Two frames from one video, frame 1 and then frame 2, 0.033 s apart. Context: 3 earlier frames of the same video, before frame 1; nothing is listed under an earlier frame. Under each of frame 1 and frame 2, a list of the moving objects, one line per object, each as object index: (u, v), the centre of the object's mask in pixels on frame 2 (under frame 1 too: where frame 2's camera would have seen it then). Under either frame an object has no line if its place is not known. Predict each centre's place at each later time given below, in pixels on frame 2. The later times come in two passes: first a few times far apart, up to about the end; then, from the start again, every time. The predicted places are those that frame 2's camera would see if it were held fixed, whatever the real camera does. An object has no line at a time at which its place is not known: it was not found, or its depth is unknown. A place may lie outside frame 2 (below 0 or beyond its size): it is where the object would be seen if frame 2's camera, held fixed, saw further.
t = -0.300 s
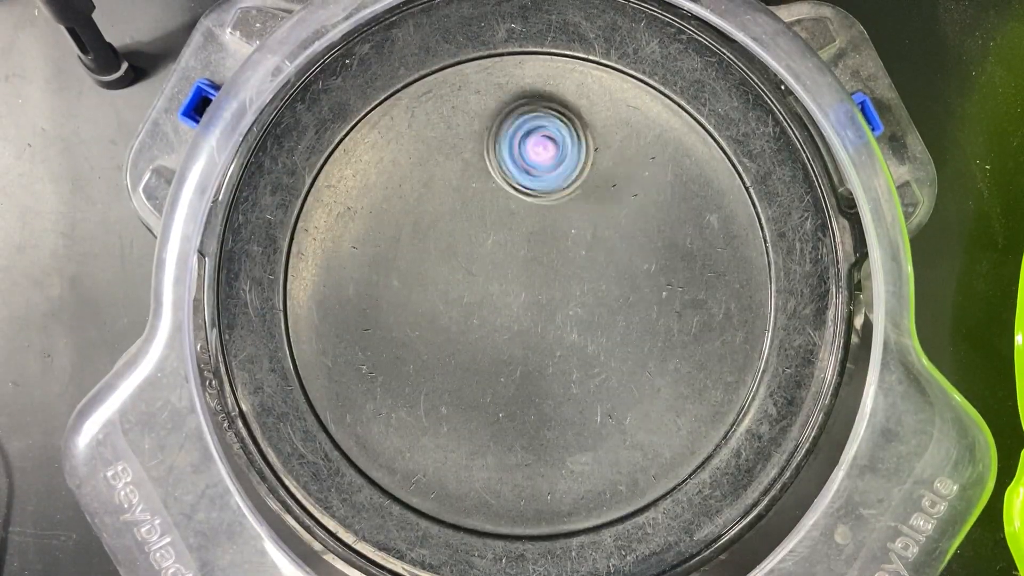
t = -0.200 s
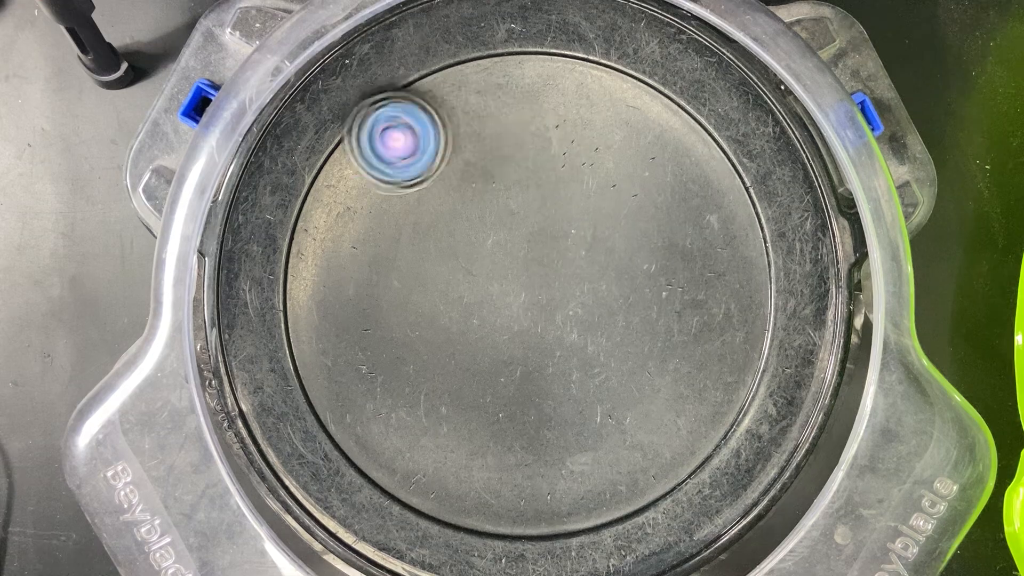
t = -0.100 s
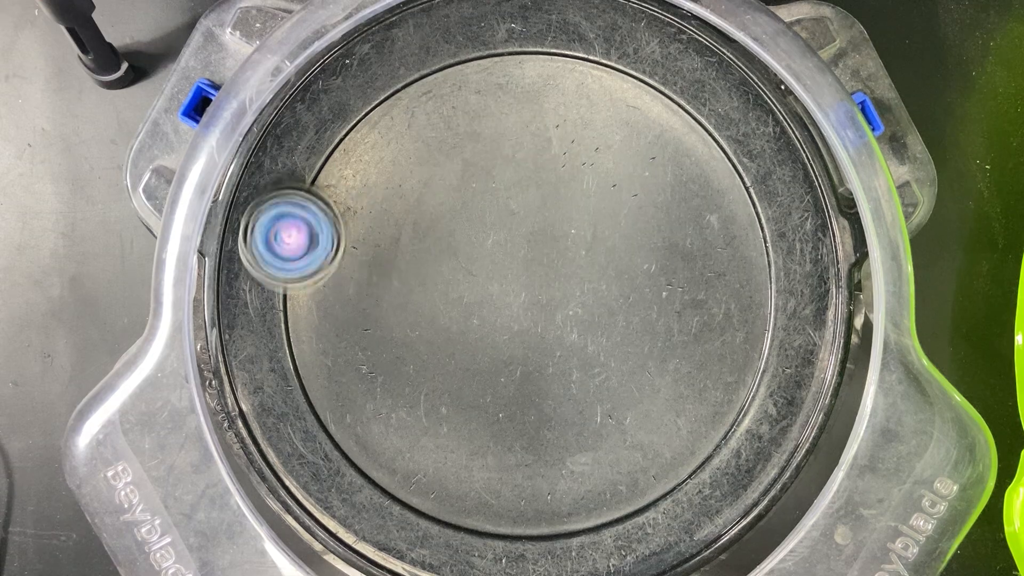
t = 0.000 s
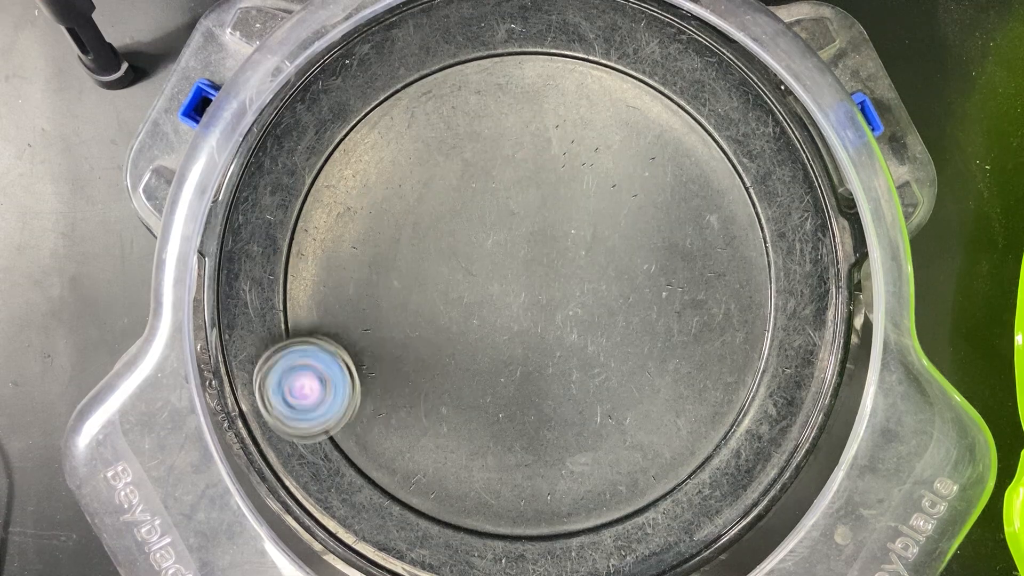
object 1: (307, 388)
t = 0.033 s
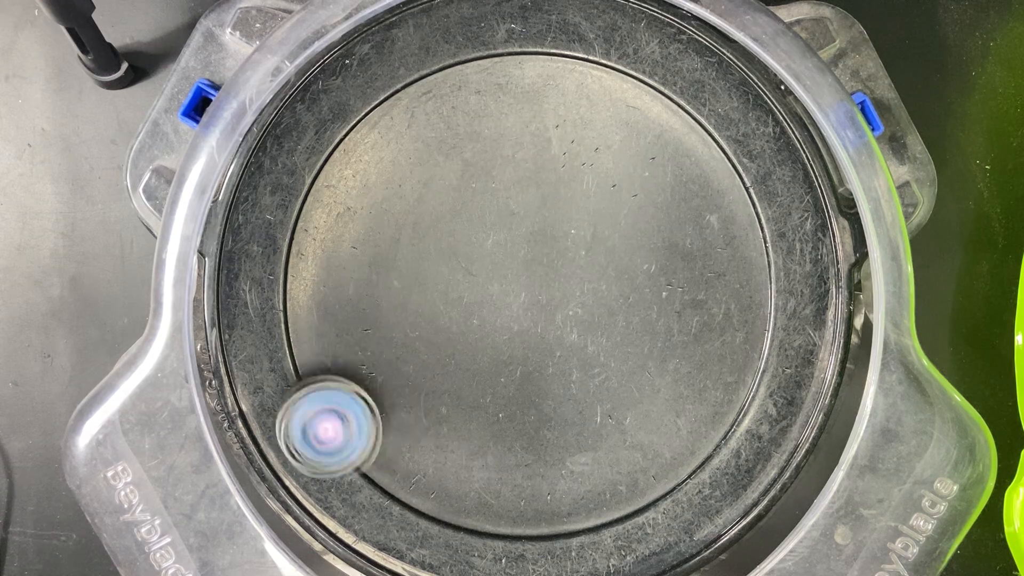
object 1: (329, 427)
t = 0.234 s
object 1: (568, 477)
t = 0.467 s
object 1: (652, 170)
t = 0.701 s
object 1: (351, 135)
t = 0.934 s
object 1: (374, 441)
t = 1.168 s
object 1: (666, 436)
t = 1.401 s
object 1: (717, 163)
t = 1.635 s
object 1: (417, 135)
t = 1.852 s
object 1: (383, 412)
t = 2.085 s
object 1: (634, 519)
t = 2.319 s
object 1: (754, 297)
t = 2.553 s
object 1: (523, 140)
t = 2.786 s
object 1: (341, 357)
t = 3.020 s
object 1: (511, 533)
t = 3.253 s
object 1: (674, 368)
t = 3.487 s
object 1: (495, 170)
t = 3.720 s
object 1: (314, 361)
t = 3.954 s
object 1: (496, 525)
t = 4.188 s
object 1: (660, 329)
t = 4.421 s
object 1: (492, 124)
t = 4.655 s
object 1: (305, 307)
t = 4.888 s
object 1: (474, 489)
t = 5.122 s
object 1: (683, 358)
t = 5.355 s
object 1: (619, 122)
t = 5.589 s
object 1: (366, 207)
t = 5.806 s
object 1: (417, 443)
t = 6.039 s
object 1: (645, 485)
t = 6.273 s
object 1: (731, 295)
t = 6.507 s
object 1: (541, 149)
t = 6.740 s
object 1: (355, 318)
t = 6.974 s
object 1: (452, 528)
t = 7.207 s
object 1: (657, 450)
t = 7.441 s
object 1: (615, 210)
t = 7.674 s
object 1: (377, 208)
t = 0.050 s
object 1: (342, 444)
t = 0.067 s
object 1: (359, 460)
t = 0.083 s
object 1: (377, 473)
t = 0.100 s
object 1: (396, 483)
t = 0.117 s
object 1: (418, 492)
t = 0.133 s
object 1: (440, 499)
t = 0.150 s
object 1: (462, 502)
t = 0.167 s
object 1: (485, 503)
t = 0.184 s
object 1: (507, 500)
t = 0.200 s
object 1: (529, 494)
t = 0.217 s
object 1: (549, 487)
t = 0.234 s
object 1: (568, 477)
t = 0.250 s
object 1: (587, 463)
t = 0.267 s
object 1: (604, 446)
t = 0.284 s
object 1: (621, 428)
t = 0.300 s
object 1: (634, 408)
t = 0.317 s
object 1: (646, 386)
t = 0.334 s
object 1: (655, 363)
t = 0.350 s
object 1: (663, 340)
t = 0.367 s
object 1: (669, 315)
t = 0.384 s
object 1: (672, 290)
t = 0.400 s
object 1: (673, 265)
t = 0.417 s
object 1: (672, 241)
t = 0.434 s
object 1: (668, 217)
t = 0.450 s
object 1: (661, 193)
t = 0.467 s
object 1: (652, 170)
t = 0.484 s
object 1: (640, 150)
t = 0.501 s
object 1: (624, 132)
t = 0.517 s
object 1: (606, 116)
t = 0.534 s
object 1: (586, 104)
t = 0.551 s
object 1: (563, 93)
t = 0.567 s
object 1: (539, 85)
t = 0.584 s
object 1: (514, 81)
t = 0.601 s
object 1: (489, 80)
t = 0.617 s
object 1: (464, 81)
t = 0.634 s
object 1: (440, 85)
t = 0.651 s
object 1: (415, 94)
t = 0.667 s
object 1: (391, 105)
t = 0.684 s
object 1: (371, 118)
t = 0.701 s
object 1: (351, 135)
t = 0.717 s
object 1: (334, 154)
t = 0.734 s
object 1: (321, 173)
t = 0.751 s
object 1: (309, 197)
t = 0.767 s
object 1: (301, 220)
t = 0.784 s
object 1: (297, 240)
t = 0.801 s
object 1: (293, 268)
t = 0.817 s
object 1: (295, 293)
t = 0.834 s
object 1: (298, 317)
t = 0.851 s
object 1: (305, 342)
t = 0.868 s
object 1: (314, 365)
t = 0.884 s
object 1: (327, 387)
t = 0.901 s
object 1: (340, 408)
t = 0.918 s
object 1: (357, 424)
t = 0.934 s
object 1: (374, 441)
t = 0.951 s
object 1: (393, 456)
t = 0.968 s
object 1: (412, 468)
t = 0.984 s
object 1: (433, 478)
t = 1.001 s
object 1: (454, 487)
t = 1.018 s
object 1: (477, 494)
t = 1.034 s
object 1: (500, 497)
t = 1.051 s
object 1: (523, 498)
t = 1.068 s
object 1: (546, 496)
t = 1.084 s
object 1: (569, 492)
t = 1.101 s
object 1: (590, 485)
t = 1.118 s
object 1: (612, 476)
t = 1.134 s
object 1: (632, 464)
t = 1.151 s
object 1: (650, 450)
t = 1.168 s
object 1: (666, 436)
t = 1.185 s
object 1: (681, 419)
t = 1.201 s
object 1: (695, 401)
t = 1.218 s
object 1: (706, 383)
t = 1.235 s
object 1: (716, 364)
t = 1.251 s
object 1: (726, 344)
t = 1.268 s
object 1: (733, 324)
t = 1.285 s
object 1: (739, 304)
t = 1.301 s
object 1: (744, 284)
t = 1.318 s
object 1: (747, 265)
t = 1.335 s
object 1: (746, 245)
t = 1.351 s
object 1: (743, 224)
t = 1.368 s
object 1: (737, 203)
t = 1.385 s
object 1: (728, 183)
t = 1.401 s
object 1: (717, 163)
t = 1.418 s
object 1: (703, 146)
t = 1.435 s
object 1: (686, 129)
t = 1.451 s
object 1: (668, 115)
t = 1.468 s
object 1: (646, 102)
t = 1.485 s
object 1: (625, 93)
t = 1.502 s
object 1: (602, 86)
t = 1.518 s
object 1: (576, 83)
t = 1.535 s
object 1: (551, 83)
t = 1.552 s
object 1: (527, 85)
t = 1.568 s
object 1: (501, 90)
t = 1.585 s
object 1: (479, 97)
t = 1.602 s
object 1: (456, 108)
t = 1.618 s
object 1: (435, 122)
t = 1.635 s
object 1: (417, 135)
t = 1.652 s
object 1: (398, 155)
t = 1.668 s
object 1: (383, 173)
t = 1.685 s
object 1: (370, 193)
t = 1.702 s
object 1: (360, 215)
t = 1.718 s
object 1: (352, 238)
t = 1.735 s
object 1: (348, 262)
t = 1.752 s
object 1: (345, 285)
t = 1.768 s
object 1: (345, 308)
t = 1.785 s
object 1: (348, 330)
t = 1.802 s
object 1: (354, 353)
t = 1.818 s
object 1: (362, 374)
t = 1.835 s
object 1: (371, 394)
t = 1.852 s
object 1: (383, 412)
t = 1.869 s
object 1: (395, 430)
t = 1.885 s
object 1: (409, 450)
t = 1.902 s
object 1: (423, 466)
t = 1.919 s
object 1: (438, 482)
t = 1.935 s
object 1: (454, 495)
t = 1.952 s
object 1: (471, 508)
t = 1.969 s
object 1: (489, 517)
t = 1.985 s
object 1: (509, 525)
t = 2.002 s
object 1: (530, 531)
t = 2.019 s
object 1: (551, 533)
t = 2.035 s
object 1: (572, 534)
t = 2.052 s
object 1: (594, 533)
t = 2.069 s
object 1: (614, 527)
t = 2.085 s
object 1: (634, 519)
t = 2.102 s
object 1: (652, 509)
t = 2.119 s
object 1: (668, 498)
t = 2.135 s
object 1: (683, 484)
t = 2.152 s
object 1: (698, 470)
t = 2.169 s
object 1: (710, 457)
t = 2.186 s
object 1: (721, 442)
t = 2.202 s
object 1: (730, 427)
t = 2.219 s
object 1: (738, 411)
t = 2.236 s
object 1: (744, 394)
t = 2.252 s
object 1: (749, 376)
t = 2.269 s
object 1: (754, 357)
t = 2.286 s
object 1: (756, 338)
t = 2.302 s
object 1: (756, 317)
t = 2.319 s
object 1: (754, 297)
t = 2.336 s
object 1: (749, 278)
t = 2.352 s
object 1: (742, 260)
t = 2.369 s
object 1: (732, 242)
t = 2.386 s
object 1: (721, 225)
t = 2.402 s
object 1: (708, 209)
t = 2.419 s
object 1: (692, 193)
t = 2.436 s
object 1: (674, 179)
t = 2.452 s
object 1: (657, 166)
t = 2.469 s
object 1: (636, 156)
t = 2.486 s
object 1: (615, 149)
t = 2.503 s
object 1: (592, 142)
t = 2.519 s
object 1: (569, 138)
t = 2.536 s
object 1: (547, 138)
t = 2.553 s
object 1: (523, 140)
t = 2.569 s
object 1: (501, 145)
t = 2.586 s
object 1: (478, 152)
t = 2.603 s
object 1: (458, 158)
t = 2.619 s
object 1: (438, 173)
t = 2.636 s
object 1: (419, 183)
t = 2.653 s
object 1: (402, 201)
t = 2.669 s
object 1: (387, 217)
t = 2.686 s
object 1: (375, 236)
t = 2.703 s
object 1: (364, 255)
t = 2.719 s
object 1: (355, 276)
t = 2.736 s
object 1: (348, 294)
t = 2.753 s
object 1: (344, 317)
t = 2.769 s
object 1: (342, 337)
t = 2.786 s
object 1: (341, 357)
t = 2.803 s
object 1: (342, 378)
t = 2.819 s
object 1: (345, 398)
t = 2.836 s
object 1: (348, 416)
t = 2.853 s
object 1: (354, 435)
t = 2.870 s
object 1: (361, 454)
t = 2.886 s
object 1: (370, 472)
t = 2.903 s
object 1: (380, 490)
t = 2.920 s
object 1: (395, 503)
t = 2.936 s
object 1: (413, 513)
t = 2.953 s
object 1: (434, 521)
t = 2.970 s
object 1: (452, 528)
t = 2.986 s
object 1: (470, 533)
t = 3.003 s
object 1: (489, 535)
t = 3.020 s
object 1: (511, 533)
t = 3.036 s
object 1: (531, 532)
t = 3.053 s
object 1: (550, 530)
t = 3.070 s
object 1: (569, 528)
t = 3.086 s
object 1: (588, 523)
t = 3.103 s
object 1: (605, 513)
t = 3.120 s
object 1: (621, 501)
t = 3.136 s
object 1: (635, 489)
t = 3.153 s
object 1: (647, 475)
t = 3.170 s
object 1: (657, 459)
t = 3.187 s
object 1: (665, 442)
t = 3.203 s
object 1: (670, 425)
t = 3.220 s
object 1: (673, 407)
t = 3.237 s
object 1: (674, 388)
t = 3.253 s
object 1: (674, 368)
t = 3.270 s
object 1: (672, 347)
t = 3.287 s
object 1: (670, 327)
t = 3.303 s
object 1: (665, 306)
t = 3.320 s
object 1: (659, 286)
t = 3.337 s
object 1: (650, 267)
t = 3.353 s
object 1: (641, 247)
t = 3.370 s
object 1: (629, 231)
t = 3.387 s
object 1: (614, 214)
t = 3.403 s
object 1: (597, 199)
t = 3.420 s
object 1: (580, 189)
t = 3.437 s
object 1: (560, 180)
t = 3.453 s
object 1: (539, 174)
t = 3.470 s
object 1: (518, 170)
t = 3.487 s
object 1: (495, 170)
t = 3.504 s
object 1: (473, 171)
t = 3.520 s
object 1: (453, 176)
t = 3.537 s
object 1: (432, 183)
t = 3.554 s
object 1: (413, 192)
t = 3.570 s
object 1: (394, 203)
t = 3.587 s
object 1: (378, 217)
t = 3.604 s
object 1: (363, 231)
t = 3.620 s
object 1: (349, 247)
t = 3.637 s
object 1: (339, 265)
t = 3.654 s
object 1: (329, 282)
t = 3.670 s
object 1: (323, 302)
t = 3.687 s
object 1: (317, 321)
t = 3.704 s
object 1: (314, 340)
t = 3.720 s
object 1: (314, 361)
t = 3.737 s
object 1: (315, 380)
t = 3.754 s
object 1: (319, 399)
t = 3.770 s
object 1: (324, 418)
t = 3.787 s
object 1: (332, 436)
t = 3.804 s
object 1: (341, 451)
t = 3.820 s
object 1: (353, 468)
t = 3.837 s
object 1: (370, 480)
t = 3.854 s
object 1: (386, 493)
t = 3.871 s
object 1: (404, 504)
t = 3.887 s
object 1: (421, 512)
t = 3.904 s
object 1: (439, 519)
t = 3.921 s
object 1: (458, 523)
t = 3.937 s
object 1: (477, 526)
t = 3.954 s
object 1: (496, 525)
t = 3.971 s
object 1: (515, 523)
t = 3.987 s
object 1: (535, 518)
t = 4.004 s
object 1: (553, 511)
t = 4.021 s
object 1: (571, 502)
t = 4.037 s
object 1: (587, 491)
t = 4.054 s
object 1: (601, 479)
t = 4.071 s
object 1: (613, 464)
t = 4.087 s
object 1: (624, 449)
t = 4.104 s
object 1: (634, 431)
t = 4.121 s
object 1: (643, 412)
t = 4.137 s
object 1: (649, 392)
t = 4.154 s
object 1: (654, 372)
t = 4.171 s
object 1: (657, 352)
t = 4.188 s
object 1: (660, 329)
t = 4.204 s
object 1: (660, 308)
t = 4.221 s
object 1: (659, 286)
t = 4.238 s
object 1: (656, 265)
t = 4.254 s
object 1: (651, 245)
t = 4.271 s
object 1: (644, 224)
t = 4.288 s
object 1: (634, 206)
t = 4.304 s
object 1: (622, 187)
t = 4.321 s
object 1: (608, 171)
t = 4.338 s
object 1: (592, 158)
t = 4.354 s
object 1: (574, 146)
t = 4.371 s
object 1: (554, 136)
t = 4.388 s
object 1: (534, 129)
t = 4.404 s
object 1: (512, 125)
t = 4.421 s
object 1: (492, 124)
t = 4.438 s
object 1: (470, 124)
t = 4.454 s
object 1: (449, 126)
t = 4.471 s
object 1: (428, 131)
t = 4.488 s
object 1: (409, 140)
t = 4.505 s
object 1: (391, 150)
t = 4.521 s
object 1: (373, 161)
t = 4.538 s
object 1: (357, 177)
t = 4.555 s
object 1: (343, 192)
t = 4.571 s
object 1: (332, 208)
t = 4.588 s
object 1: (322, 228)
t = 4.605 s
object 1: (314, 246)
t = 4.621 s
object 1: (309, 266)
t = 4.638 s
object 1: (306, 287)
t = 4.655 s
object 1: (305, 307)
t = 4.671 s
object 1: (307, 327)
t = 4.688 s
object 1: (311, 347)
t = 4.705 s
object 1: (317, 366)
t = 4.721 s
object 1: (325, 384)
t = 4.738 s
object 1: (336, 400)
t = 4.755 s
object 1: (346, 416)
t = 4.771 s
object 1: (359, 429)
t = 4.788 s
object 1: (374, 442)
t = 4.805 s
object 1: (389, 453)
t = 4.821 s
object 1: (404, 463)
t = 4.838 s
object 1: (421, 472)
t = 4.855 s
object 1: (438, 480)
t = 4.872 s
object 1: (456, 486)
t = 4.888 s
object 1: (474, 489)
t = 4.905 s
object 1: (491, 492)
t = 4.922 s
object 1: (511, 492)
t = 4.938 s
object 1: (530, 491)
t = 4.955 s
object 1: (548, 487)
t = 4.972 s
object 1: (566, 482)
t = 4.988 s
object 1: (584, 474)
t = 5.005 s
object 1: (601, 465)
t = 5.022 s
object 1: (617, 453)
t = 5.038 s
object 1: (632, 440)
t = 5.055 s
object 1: (645, 426)
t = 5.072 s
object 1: (657, 410)
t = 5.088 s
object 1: (667, 393)
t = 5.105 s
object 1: (676, 376)
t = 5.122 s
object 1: (683, 358)
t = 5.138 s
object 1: (690, 340)
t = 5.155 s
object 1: (695, 321)
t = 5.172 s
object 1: (699, 302)
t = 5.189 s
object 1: (702, 284)
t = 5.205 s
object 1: (703, 265)
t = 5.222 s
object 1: (702, 247)
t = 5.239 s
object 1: (700, 228)
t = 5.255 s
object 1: (695, 210)
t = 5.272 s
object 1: (687, 191)
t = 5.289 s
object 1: (678, 175)
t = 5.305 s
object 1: (665, 158)
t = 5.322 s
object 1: (652, 144)
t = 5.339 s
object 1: (636, 132)
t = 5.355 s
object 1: (619, 122)
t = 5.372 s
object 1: (598, 112)
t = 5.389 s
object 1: (579, 107)
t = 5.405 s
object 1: (558, 104)
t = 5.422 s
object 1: (537, 102)
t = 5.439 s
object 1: (516, 103)
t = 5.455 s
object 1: (495, 107)
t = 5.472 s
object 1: (475, 112)
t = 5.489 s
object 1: (455, 121)
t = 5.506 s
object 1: (437, 130)
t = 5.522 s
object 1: (419, 143)
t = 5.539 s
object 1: (403, 155)
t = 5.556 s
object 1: (389, 174)
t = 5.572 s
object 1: (377, 191)
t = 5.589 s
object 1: (366, 207)
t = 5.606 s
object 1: (359, 227)
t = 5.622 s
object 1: (353, 247)
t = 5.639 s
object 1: (350, 268)
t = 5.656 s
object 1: (348, 288)
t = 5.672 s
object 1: (349, 307)
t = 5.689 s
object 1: (353, 327)
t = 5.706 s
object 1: (358, 346)
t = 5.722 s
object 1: (364, 364)
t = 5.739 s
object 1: (372, 381)
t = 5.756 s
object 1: (383, 398)
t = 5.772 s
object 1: (393, 413)
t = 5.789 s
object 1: (404, 429)
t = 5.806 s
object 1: (417, 443)
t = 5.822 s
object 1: (430, 456)
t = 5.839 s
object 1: (444, 467)
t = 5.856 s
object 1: (458, 478)
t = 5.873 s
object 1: (474, 487)
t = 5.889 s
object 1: (490, 495)
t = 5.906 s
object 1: (506, 501)
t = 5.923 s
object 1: (523, 505)
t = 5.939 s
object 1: (541, 508)
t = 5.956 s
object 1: (559, 509)
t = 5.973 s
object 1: (576, 508)
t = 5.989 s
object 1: (595, 504)
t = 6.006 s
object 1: (612, 499)
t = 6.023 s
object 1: (629, 493)
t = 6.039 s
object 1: (645, 485)
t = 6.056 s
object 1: (659, 475)
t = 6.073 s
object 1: (673, 464)
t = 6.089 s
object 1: (685, 453)
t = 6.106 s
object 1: (695, 440)
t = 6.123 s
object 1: (703, 427)
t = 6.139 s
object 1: (711, 413)
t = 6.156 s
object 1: (718, 399)
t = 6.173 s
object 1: (723, 384)
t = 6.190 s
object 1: (727, 370)
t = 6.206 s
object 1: (730, 354)
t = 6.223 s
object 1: (732, 340)
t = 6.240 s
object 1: (733, 325)
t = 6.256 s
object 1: (732, 311)
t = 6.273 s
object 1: (731, 295)
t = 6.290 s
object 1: (728, 280)
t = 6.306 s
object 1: (723, 265)
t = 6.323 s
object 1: (715, 251)
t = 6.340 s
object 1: (707, 235)
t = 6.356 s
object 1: (697, 221)
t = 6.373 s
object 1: (685, 206)
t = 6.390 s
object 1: (671, 194)
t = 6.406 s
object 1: (656, 182)
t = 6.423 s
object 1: (638, 170)
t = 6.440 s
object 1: (620, 162)
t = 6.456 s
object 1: (601, 155)
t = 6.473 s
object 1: (582, 150)
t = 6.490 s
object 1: (561, 149)
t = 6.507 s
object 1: (541, 149)
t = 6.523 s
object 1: (521, 151)
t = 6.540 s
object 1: (501, 154)
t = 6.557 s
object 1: (482, 160)
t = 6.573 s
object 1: (463, 168)
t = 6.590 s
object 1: (445, 178)
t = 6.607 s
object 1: (429, 189)
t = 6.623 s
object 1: (415, 201)
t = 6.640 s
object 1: (402, 215)
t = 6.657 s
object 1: (389, 229)
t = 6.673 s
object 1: (379, 247)
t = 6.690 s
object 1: (371, 265)
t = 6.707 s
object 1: (364, 282)
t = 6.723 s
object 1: (358, 300)
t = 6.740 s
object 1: (355, 318)
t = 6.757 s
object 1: (354, 336)
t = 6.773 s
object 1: (355, 355)
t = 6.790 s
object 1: (356, 372)
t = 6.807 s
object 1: (359, 390)
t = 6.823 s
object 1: (363, 407)
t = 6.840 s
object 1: (368, 423)
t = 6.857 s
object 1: (374, 439)
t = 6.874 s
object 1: (381, 455)
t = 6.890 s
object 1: (390, 468)
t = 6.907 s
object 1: (399, 484)
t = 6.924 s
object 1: (411, 497)
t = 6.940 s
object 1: (424, 509)
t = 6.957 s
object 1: (437, 520)
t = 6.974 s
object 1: (452, 528)
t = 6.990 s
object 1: (469, 532)
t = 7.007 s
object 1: (487, 534)
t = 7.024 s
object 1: (506, 535)
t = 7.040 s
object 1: (523, 535)
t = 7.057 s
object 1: (540, 534)
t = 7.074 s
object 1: (555, 532)
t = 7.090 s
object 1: (571, 529)
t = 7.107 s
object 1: (587, 524)
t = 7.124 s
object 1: (601, 515)
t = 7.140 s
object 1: (615, 504)
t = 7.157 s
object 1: (629, 491)
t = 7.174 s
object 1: (641, 479)
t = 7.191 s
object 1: (650, 464)
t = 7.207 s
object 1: (657, 450)
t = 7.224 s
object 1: (663, 434)
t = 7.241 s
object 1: (667, 418)
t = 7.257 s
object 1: (669, 401)
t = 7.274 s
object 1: (671, 383)
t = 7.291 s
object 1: (672, 364)
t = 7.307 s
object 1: (671, 346)
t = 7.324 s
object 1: (668, 328)
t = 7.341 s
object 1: (665, 309)
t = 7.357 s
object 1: (661, 291)
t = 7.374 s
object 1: (655, 273)
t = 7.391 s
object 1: (648, 256)
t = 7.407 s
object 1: (639, 239)
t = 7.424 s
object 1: (628, 223)
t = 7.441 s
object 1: (615, 210)
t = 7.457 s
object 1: (600, 196)
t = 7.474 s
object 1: (585, 186)
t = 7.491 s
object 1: (569, 176)
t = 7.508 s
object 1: (552, 171)
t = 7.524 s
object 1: (533, 166)
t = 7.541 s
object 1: (514, 163)
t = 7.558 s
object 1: (496, 161)
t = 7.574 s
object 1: (476, 163)
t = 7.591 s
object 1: (457, 166)
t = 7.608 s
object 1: (439, 171)
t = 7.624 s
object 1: (422, 178)
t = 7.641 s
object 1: (405, 187)
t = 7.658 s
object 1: (390, 197)
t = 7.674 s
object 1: (377, 208)
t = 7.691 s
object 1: (363, 221)
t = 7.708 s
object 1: (351, 233)
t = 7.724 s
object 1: (342, 251)
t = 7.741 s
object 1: (335, 267)
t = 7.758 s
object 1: (328, 284)
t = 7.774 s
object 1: (324, 302)
